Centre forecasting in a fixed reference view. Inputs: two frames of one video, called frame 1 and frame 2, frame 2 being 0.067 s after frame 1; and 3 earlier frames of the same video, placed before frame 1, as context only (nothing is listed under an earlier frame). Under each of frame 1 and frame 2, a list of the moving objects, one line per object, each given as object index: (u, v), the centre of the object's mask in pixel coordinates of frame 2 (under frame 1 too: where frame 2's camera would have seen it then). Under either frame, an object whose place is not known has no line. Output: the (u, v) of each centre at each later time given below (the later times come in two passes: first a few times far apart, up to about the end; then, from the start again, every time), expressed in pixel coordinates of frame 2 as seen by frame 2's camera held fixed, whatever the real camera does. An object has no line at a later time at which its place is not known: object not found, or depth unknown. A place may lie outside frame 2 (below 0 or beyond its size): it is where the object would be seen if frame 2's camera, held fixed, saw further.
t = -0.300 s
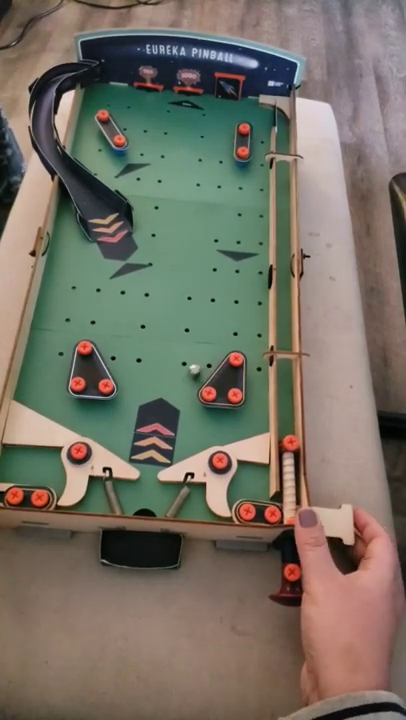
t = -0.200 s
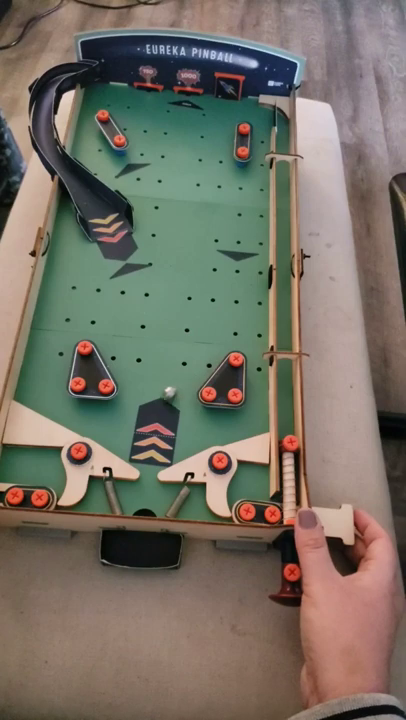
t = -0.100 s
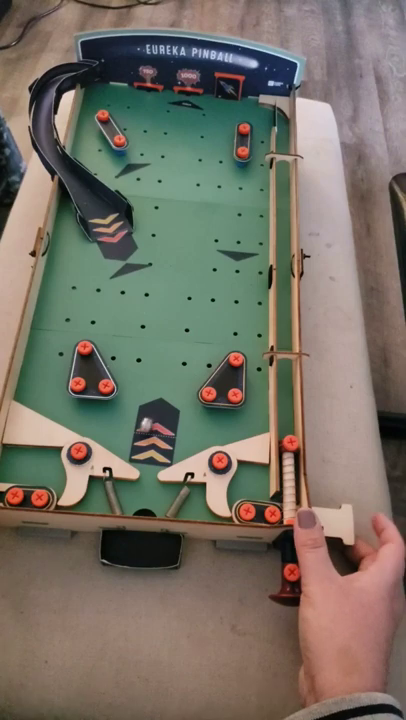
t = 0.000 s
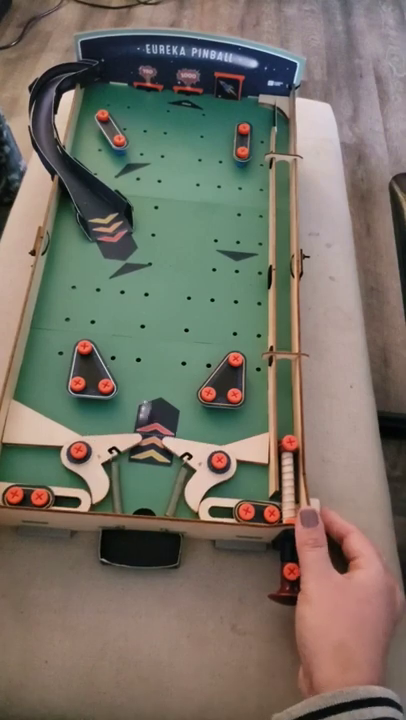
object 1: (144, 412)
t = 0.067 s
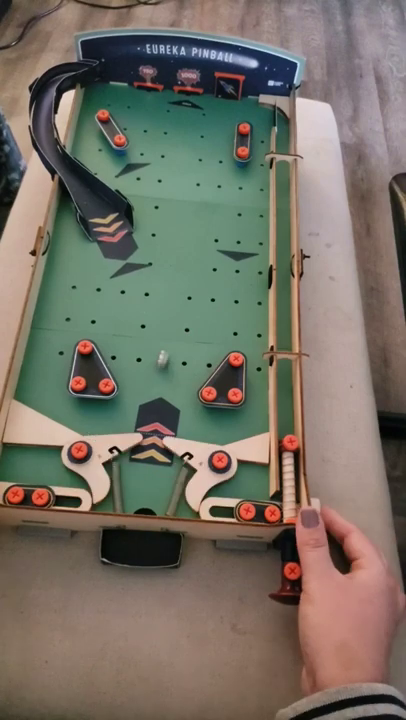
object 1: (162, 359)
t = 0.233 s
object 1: (197, 285)
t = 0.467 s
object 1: (240, 238)
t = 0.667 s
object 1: (264, 234)
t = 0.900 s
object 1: (263, 265)
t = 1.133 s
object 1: (230, 302)
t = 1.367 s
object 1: (196, 386)
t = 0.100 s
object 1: (170, 341)
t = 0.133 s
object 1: (177, 324)
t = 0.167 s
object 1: (184, 310)
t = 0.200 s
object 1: (190, 297)
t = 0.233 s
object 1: (197, 285)
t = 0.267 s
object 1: (203, 276)
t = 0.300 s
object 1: (209, 266)
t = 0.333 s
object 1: (215, 258)
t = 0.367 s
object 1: (221, 251)
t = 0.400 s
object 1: (228, 246)
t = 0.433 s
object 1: (234, 242)
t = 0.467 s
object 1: (240, 238)
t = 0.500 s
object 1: (246, 235)
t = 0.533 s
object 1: (251, 233)
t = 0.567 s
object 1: (257, 232)
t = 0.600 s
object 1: (263, 232)
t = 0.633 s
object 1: (264, 233)
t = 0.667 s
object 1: (264, 234)
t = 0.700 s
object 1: (264, 236)
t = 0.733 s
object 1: (264, 239)
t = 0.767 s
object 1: (264, 244)
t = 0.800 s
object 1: (264, 246)
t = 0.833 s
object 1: (264, 251)
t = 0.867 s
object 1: (264, 257)
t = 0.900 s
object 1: (263, 265)
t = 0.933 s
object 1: (258, 272)
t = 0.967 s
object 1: (255, 273)
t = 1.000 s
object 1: (250, 277)
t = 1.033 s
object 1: (245, 281)
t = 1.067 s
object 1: (240, 287)
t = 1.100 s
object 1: (235, 294)
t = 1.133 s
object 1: (230, 302)
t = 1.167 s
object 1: (225, 311)
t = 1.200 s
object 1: (220, 320)
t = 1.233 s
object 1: (216, 331)
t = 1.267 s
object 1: (211, 344)
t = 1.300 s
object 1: (207, 358)
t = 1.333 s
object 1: (202, 372)
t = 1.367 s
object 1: (196, 386)
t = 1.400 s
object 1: (186, 396)
